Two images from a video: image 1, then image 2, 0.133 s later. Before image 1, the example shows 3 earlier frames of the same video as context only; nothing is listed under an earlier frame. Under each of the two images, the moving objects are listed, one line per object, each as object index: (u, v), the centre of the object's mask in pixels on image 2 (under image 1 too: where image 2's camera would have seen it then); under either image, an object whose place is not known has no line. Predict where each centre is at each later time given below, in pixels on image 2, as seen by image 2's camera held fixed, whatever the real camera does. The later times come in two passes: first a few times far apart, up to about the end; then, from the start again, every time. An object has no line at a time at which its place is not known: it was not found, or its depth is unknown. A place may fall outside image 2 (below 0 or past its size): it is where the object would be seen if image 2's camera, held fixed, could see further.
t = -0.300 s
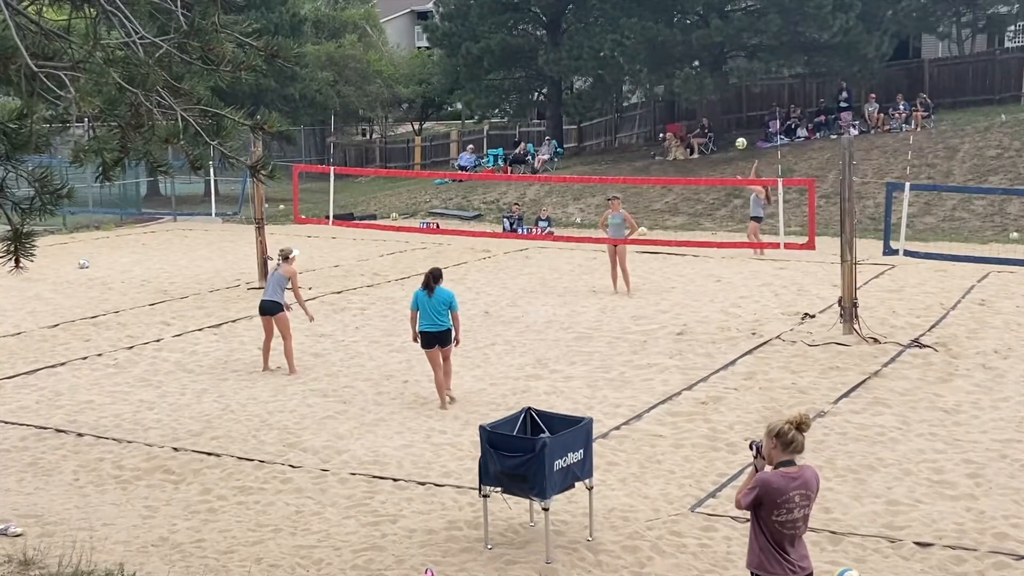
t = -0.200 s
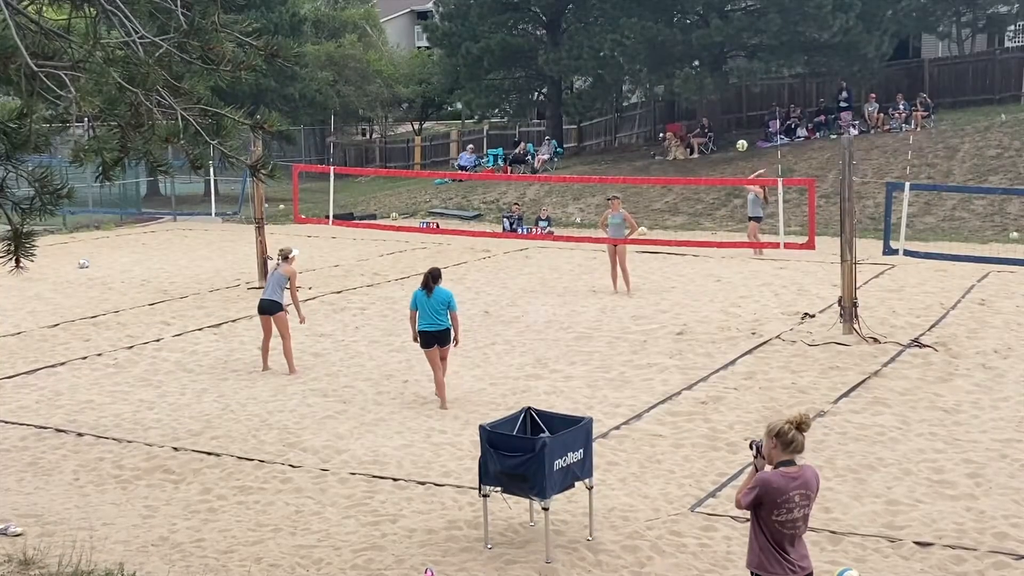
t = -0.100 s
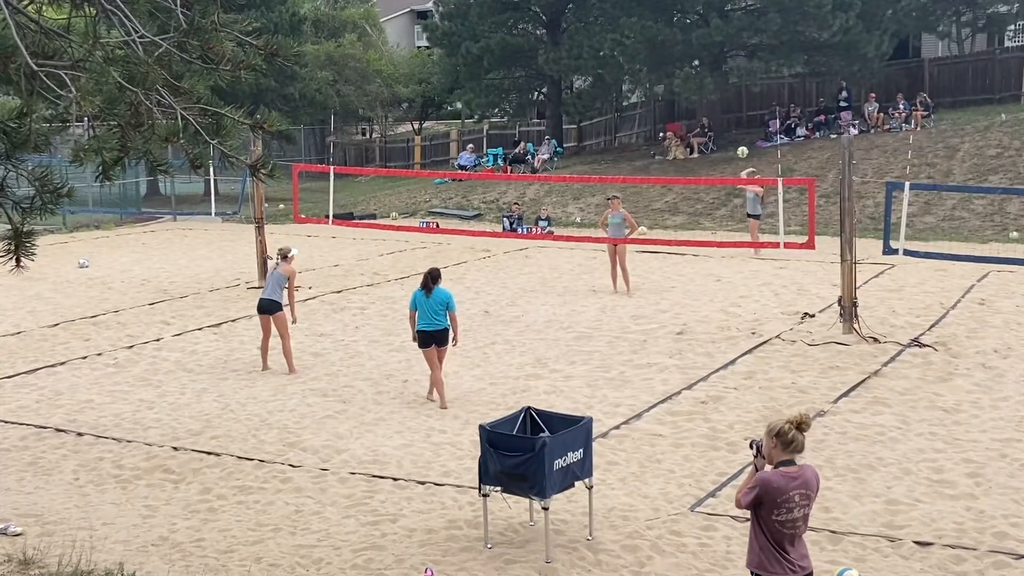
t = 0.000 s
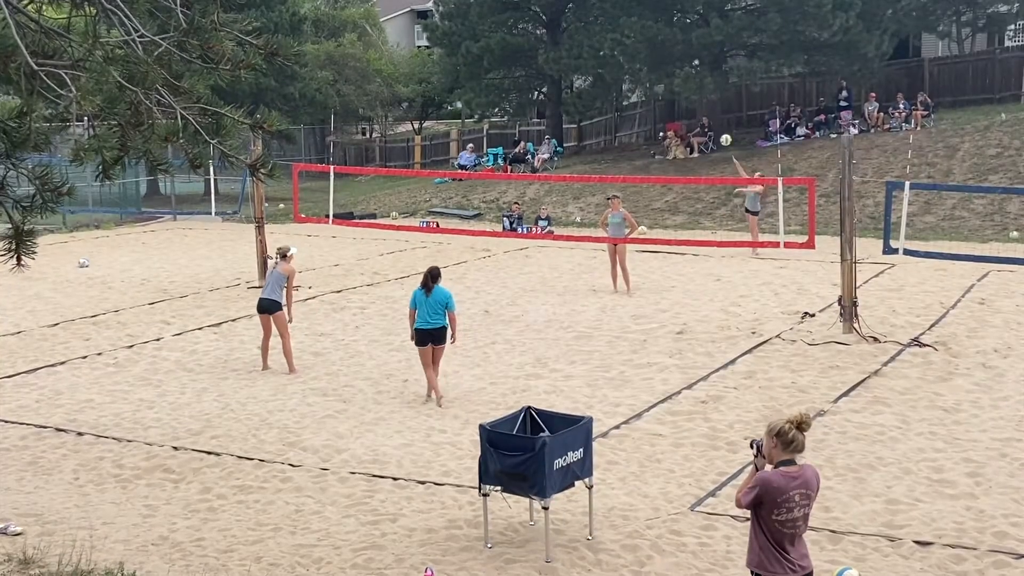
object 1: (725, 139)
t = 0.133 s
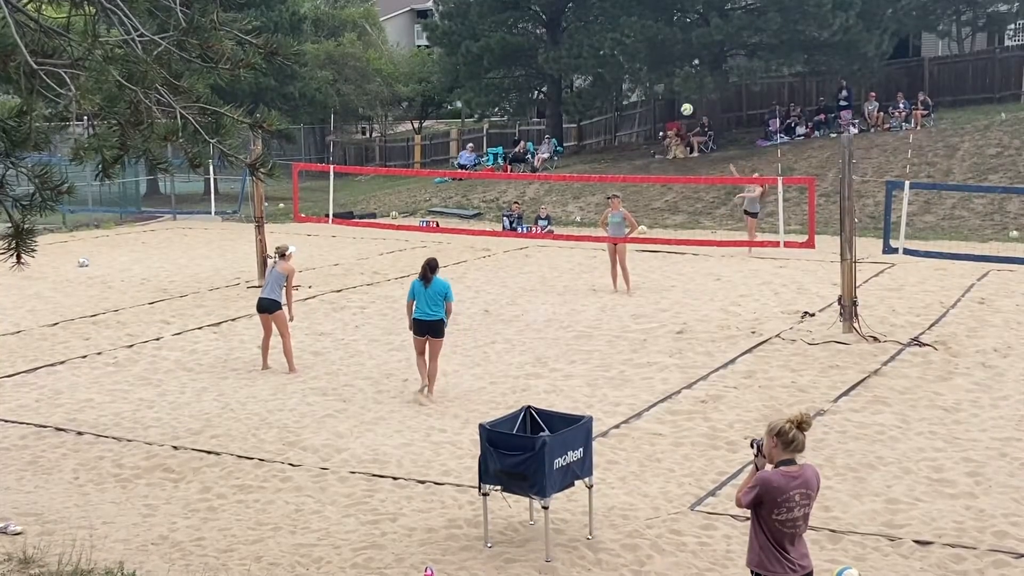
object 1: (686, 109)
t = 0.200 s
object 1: (666, 97)
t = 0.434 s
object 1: (590, 69)
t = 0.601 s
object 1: (533, 66)
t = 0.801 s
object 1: (458, 86)
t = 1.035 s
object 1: (365, 151)
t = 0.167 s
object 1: (676, 103)
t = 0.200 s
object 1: (666, 97)
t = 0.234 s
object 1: (655, 91)
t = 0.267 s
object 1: (645, 86)
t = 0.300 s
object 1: (633, 81)
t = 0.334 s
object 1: (623, 78)
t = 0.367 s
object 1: (612, 74)
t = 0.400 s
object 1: (601, 71)
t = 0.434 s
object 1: (590, 69)
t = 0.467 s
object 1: (579, 67)
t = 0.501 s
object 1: (568, 66)
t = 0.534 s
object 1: (556, 65)
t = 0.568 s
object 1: (545, 65)
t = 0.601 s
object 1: (533, 66)
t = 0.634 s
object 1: (521, 67)
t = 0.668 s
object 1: (508, 69)
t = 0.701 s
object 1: (496, 72)
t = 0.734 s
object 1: (484, 76)
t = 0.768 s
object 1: (471, 80)
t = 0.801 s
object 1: (458, 86)
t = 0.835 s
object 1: (446, 92)
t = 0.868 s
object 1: (433, 99)
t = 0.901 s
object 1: (419, 107)
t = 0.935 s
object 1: (406, 116)
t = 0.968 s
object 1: (393, 127)
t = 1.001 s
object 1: (379, 138)
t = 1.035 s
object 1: (365, 151)
